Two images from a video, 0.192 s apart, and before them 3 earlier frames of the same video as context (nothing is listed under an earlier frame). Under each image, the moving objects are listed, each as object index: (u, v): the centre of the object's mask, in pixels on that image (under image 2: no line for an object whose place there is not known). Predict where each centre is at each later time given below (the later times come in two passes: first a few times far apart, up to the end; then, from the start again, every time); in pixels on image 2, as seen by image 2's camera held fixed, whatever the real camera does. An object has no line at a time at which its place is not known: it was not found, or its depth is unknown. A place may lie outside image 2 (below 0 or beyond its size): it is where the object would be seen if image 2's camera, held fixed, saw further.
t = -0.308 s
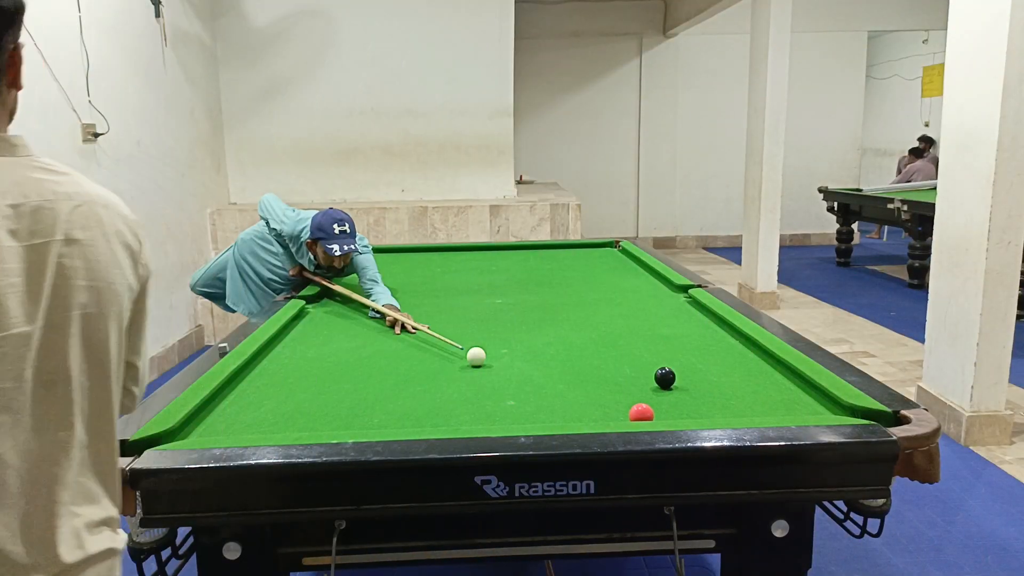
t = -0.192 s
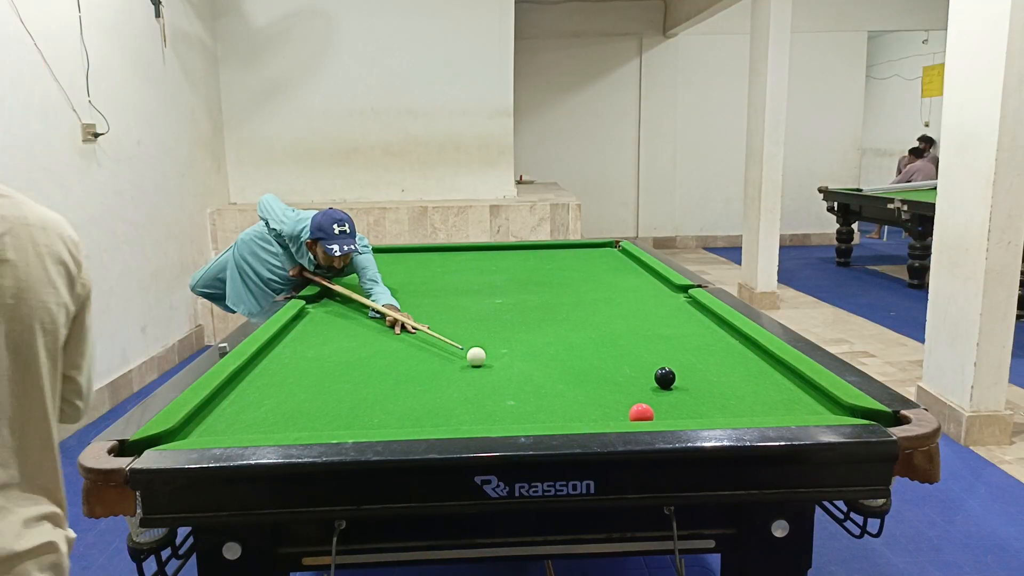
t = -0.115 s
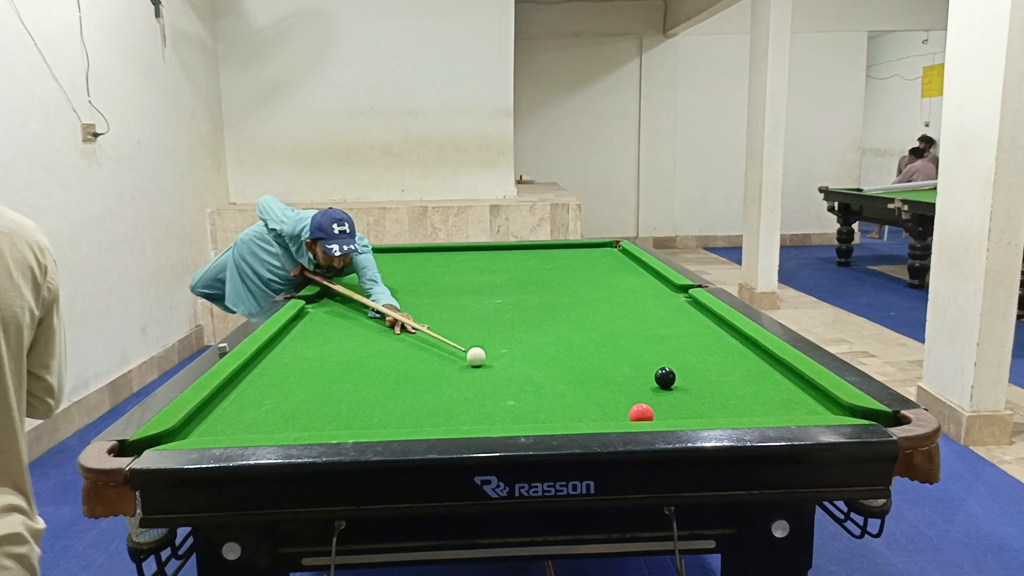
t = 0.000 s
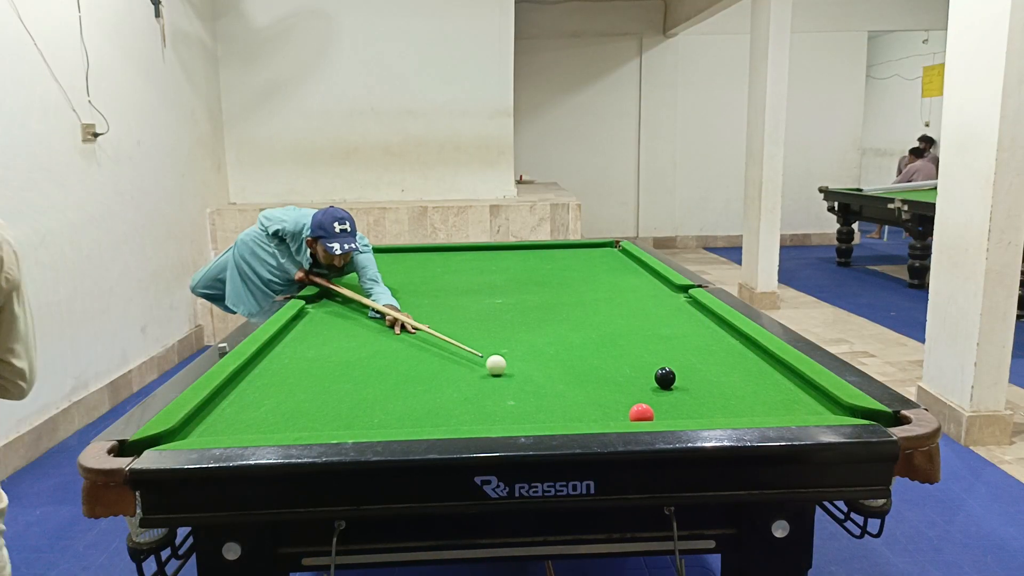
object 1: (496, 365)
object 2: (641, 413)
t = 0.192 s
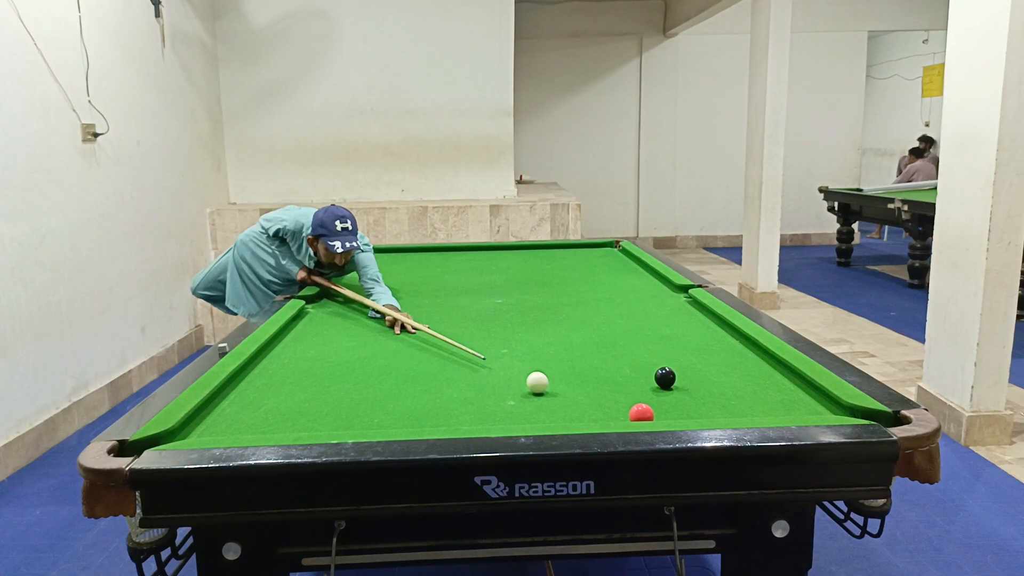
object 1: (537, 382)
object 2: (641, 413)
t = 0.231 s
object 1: (546, 386)
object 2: (641, 413)
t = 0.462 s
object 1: (603, 410)
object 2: (641, 413)
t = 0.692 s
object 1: (621, 410)
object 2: (661, 412)
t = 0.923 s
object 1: (618, 391)
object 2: (683, 412)
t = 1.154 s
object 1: (616, 375)
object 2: (701, 411)
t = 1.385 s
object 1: (613, 362)
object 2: (715, 411)
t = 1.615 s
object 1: (611, 351)
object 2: (726, 410)
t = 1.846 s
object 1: (609, 342)
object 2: (733, 410)
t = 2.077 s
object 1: (607, 334)
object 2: (737, 410)
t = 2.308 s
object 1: (605, 328)
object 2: (737, 410)
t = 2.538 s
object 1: (603, 322)
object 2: (737, 410)
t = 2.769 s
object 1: (602, 318)
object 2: (737, 410)
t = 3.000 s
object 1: (601, 314)
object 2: (737, 410)
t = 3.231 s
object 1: (600, 311)
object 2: (737, 410)
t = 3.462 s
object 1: (600, 308)
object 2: (737, 410)
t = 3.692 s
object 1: (600, 306)
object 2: (737, 410)
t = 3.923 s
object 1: (600, 305)
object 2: (737, 410)
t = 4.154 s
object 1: (599, 303)
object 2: (737, 410)
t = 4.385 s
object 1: (599, 303)
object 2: (737, 410)
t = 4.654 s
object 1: (599, 302)
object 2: (737, 410)
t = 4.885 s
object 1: (599, 302)
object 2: (737, 410)
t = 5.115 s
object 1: (599, 302)
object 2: (737, 410)
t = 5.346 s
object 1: (599, 302)
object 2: (737, 410)
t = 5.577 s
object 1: (599, 302)
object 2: (737, 410)
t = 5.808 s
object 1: (599, 302)
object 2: (737, 410)
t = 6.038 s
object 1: (599, 302)
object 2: (737, 410)
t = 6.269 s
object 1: (599, 302)
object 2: (737, 410)
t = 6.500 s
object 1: (599, 302)
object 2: (737, 410)
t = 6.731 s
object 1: (599, 302)
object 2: (737, 410)
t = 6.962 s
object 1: (599, 302)
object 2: (737, 410)
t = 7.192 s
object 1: (599, 302)
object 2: (737, 410)
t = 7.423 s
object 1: (599, 302)
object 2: (737, 410)
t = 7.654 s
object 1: (599, 302)
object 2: (737, 410)
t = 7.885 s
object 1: (599, 302)
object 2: (737, 410)
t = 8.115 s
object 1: (599, 302)
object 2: (737, 410)
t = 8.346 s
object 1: (599, 302)
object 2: (737, 410)
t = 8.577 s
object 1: (599, 302)
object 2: (737, 410)
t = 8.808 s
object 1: (599, 302)
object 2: (737, 410)
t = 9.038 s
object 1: (599, 302)
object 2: (737, 410)
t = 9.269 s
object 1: (599, 302)
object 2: (737, 410)
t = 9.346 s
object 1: (599, 302)
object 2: (737, 410)
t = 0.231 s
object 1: (546, 386)
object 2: (641, 413)
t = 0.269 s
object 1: (555, 390)
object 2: (641, 413)
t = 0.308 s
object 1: (564, 394)
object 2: (641, 413)
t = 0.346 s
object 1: (573, 398)
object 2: (641, 413)
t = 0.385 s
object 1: (582, 402)
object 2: (641, 413)
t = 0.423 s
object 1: (592, 406)
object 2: (641, 413)
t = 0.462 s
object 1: (603, 410)
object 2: (641, 413)
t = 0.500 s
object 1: (613, 413)
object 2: (641, 413)
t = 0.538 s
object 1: (619, 415)
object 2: (644, 413)
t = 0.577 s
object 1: (624, 417)
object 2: (649, 413)
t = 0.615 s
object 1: (623, 415)
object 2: (653, 412)
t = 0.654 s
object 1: (622, 412)
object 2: (657, 412)
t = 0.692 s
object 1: (621, 410)
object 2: (661, 412)
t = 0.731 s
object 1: (621, 407)
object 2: (665, 412)
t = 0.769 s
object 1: (620, 404)
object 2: (669, 412)
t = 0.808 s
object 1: (620, 400)
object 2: (672, 412)
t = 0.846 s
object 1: (619, 397)
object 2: (676, 412)
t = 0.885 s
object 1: (619, 394)
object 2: (679, 412)
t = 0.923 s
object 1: (618, 391)
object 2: (683, 412)
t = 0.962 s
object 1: (618, 388)
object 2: (686, 412)
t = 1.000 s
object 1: (617, 386)
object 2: (689, 412)
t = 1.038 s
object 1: (617, 383)
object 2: (692, 411)
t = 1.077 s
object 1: (616, 380)
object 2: (695, 411)
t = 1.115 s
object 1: (616, 378)
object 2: (698, 411)
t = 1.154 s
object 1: (616, 375)
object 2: (701, 411)
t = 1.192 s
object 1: (615, 373)
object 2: (704, 411)
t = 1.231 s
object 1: (615, 370)
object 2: (706, 411)
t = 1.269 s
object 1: (614, 368)
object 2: (709, 411)
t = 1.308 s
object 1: (614, 366)
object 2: (711, 411)
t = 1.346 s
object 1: (614, 364)
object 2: (713, 411)
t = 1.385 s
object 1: (613, 362)
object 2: (715, 411)
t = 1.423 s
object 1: (613, 360)
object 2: (717, 411)
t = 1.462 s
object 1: (612, 358)
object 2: (719, 411)
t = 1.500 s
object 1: (612, 356)
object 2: (721, 411)
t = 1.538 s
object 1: (611, 355)
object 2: (723, 411)
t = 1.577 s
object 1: (611, 353)
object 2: (725, 410)
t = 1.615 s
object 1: (611, 351)
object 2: (726, 410)
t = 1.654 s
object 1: (610, 350)
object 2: (728, 410)
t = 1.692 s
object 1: (610, 348)
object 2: (729, 410)
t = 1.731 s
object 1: (610, 346)
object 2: (730, 410)
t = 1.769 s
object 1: (609, 345)
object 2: (732, 410)
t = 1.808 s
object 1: (609, 343)
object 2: (732, 410)
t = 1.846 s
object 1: (609, 342)
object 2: (733, 410)
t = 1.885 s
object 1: (609, 341)
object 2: (734, 410)
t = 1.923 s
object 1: (608, 339)
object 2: (735, 410)
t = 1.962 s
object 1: (608, 338)
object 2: (735, 410)
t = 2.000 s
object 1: (608, 337)
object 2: (736, 410)
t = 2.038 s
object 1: (607, 335)
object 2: (737, 410)
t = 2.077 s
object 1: (607, 334)
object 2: (737, 410)
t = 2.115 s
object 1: (607, 333)
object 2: (737, 410)
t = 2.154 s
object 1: (606, 332)
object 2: (737, 410)
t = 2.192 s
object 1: (606, 331)
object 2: (737, 410)
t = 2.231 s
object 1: (606, 330)
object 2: (737, 410)
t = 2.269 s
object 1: (605, 329)
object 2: (737, 410)
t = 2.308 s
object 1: (605, 328)
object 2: (737, 410)
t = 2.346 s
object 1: (605, 327)
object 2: (737, 410)
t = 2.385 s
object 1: (604, 326)
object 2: (737, 410)
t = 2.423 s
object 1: (604, 325)
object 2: (737, 410)
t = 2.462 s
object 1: (604, 324)
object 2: (737, 410)
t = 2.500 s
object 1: (603, 323)
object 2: (737, 410)
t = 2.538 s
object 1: (603, 322)
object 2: (737, 410)
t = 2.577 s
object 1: (603, 321)
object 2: (737, 410)
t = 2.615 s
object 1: (603, 320)
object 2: (737, 410)
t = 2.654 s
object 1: (602, 320)
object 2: (737, 410)
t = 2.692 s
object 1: (602, 319)
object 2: (737, 410)
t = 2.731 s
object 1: (602, 318)
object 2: (737, 410)
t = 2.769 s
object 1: (602, 318)
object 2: (737, 410)
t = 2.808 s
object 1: (602, 317)
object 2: (737, 410)
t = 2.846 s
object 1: (602, 316)
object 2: (737, 410)
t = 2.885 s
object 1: (602, 316)
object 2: (737, 410)
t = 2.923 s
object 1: (602, 315)
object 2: (737, 410)
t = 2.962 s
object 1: (601, 314)
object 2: (737, 410)
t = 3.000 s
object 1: (601, 314)
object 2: (737, 410)
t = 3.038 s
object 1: (601, 313)
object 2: (737, 410)
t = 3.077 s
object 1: (601, 313)
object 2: (737, 410)
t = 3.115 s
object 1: (601, 312)
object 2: (737, 410)
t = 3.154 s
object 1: (601, 312)
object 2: (737, 410)
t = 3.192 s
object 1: (601, 311)
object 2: (737, 410)
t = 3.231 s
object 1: (600, 311)
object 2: (737, 410)
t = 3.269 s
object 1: (600, 310)
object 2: (737, 410)
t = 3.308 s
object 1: (600, 310)
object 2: (737, 410)
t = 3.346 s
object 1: (600, 309)
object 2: (737, 410)
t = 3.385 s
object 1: (600, 309)
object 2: (737, 410)
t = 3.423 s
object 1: (600, 308)
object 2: (737, 410)
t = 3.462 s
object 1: (600, 308)
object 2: (737, 410)
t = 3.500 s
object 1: (600, 308)
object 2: (737, 410)
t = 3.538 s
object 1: (600, 307)
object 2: (737, 410)
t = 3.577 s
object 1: (600, 307)
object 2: (737, 410)
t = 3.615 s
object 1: (600, 307)
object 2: (737, 410)
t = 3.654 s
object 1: (600, 306)
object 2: (737, 410)
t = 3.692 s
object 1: (600, 306)
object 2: (737, 410)
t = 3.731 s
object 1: (600, 306)
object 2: (737, 410)
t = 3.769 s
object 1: (600, 306)
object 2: (737, 410)
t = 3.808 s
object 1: (600, 305)
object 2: (737, 410)
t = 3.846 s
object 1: (600, 305)
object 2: (737, 410)
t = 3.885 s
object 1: (600, 305)
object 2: (737, 410)
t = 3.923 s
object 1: (600, 305)
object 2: (737, 410)
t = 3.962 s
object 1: (600, 304)
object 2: (737, 410)
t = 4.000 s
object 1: (600, 304)
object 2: (737, 410)
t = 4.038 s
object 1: (600, 304)
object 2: (737, 410)
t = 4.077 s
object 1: (599, 304)
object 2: (737, 410)
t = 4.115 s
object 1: (599, 303)
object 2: (737, 410)
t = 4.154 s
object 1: (599, 303)
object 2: (737, 410)
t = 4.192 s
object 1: (599, 303)
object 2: (737, 410)
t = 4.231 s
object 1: (599, 303)
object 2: (737, 410)
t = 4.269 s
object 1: (599, 303)
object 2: (737, 410)
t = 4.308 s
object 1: (599, 303)
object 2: (737, 410)
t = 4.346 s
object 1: (599, 303)
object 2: (737, 410)
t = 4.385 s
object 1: (599, 303)
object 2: (737, 410)
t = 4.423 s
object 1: (599, 303)
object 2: (737, 410)
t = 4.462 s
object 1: (598, 303)
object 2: (737, 410)
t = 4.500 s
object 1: (598, 302)
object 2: (737, 410)
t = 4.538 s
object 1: (598, 302)
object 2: (737, 410)
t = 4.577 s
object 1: (599, 302)
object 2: (737, 410)
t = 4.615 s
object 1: (599, 302)
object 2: (737, 410)
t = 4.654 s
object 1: (599, 302)
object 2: (737, 410)
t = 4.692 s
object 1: (599, 302)
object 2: (737, 410)
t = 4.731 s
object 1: (599, 302)
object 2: (737, 410)
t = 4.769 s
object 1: (599, 302)
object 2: (737, 410)
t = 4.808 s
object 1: (599, 302)
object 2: (737, 410)
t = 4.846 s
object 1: (599, 302)
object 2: (737, 410)
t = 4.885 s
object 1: (599, 302)
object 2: (737, 410)
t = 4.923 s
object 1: (599, 302)
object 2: (737, 410)
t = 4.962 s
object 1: (599, 302)
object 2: (737, 410)
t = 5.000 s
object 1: (599, 302)
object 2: (737, 410)
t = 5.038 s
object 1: (599, 302)
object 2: (737, 410)
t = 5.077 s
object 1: (599, 302)
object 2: (737, 410)
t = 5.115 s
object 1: (599, 302)
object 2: (737, 410)
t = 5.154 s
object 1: (599, 302)
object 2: (737, 410)
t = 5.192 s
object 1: (599, 302)
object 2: (737, 410)
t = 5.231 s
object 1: (599, 302)
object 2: (737, 410)
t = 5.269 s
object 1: (599, 302)
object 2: (737, 410)
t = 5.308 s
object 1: (599, 302)
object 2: (737, 410)
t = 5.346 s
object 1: (599, 302)
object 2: (737, 410)
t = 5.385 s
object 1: (599, 302)
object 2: (737, 410)
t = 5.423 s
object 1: (599, 302)
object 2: (737, 410)
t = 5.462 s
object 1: (599, 302)
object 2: (737, 410)
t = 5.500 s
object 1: (599, 302)
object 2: (737, 410)
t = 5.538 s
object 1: (599, 302)
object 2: (737, 410)
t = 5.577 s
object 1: (599, 302)
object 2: (737, 410)
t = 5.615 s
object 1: (599, 302)
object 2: (737, 410)
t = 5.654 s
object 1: (599, 302)
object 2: (737, 410)
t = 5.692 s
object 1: (599, 302)
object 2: (737, 410)
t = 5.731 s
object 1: (599, 302)
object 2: (737, 410)
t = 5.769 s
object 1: (599, 302)
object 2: (737, 410)
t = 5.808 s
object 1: (599, 302)
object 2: (737, 410)
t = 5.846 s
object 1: (599, 302)
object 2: (737, 410)
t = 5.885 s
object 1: (599, 302)
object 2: (737, 410)
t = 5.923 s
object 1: (599, 302)
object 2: (737, 410)
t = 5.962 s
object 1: (599, 302)
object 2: (737, 410)
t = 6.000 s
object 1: (599, 302)
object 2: (737, 410)
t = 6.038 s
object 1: (599, 302)
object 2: (737, 410)
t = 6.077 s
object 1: (599, 302)
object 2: (737, 410)
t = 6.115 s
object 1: (599, 302)
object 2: (737, 410)
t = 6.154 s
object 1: (599, 302)
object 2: (737, 410)
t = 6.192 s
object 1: (599, 302)
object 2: (737, 410)
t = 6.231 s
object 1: (599, 302)
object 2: (737, 410)
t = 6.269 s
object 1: (599, 302)
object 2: (737, 410)
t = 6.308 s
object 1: (599, 302)
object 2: (737, 410)
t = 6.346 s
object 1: (599, 302)
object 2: (737, 410)
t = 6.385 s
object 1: (599, 302)
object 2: (737, 410)
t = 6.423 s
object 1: (599, 302)
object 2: (737, 410)
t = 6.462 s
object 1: (599, 302)
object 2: (737, 410)
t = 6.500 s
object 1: (599, 302)
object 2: (737, 410)
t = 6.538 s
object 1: (599, 302)
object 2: (737, 410)
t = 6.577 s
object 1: (599, 302)
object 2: (737, 410)
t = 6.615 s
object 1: (599, 302)
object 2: (737, 410)
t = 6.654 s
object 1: (599, 302)
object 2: (737, 410)
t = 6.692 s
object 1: (599, 302)
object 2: (737, 410)
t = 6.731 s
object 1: (599, 302)
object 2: (737, 410)
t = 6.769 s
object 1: (599, 302)
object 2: (737, 410)
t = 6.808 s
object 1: (599, 302)
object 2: (737, 410)
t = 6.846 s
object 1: (599, 302)
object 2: (737, 410)
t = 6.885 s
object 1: (599, 302)
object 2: (737, 410)
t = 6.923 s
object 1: (599, 302)
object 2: (737, 410)
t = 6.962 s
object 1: (599, 302)
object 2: (737, 410)
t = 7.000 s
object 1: (599, 302)
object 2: (737, 410)
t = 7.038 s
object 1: (599, 302)
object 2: (737, 410)
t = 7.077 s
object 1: (599, 302)
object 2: (737, 410)
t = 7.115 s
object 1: (599, 302)
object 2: (737, 410)
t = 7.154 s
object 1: (599, 302)
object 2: (737, 410)
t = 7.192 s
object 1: (599, 302)
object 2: (737, 410)
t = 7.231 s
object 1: (599, 302)
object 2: (737, 410)
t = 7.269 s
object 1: (599, 302)
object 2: (737, 410)
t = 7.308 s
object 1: (599, 302)
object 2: (737, 410)
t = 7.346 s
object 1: (599, 302)
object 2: (737, 410)
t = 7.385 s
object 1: (599, 302)
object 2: (737, 410)
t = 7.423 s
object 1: (599, 302)
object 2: (737, 410)
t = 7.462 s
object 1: (599, 302)
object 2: (737, 410)
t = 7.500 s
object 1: (599, 302)
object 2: (737, 410)
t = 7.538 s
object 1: (599, 302)
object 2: (737, 410)
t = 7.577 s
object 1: (599, 302)
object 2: (737, 410)
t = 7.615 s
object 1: (599, 302)
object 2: (737, 410)
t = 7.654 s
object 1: (599, 302)
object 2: (737, 410)
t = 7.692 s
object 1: (599, 302)
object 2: (737, 410)
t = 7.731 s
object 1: (599, 302)
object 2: (737, 410)
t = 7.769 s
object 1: (599, 302)
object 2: (737, 410)
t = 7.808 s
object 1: (599, 302)
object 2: (737, 410)
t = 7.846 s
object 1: (599, 302)
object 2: (737, 410)
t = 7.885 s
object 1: (599, 302)
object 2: (737, 410)
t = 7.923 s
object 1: (599, 302)
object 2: (737, 410)
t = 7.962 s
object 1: (599, 302)
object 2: (737, 410)
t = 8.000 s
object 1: (599, 302)
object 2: (737, 410)
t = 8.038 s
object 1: (599, 302)
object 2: (737, 410)
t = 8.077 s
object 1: (599, 302)
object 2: (737, 410)
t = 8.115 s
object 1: (599, 302)
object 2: (737, 410)
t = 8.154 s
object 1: (599, 302)
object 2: (737, 410)
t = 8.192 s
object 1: (599, 302)
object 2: (737, 410)
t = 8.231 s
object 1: (599, 302)
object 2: (737, 410)
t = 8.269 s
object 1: (599, 302)
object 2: (737, 410)
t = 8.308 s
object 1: (599, 302)
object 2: (737, 410)
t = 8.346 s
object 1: (599, 302)
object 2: (737, 410)
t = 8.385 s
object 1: (599, 302)
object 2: (737, 410)
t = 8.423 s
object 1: (599, 302)
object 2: (737, 410)
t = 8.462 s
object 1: (599, 302)
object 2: (737, 410)
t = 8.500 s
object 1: (599, 302)
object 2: (737, 410)
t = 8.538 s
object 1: (599, 302)
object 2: (737, 410)
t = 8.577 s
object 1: (599, 302)
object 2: (737, 410)
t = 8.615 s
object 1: (599, 302)
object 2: (737, 410)
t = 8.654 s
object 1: (599, 302)
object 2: (737, 410)
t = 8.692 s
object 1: (599, 302)
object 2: (737, 410)
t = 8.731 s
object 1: (599, 302)
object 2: (737, 410)
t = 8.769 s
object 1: (599, 302)
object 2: (737, 410)
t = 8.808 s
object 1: (599, 302)
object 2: (737, 410)
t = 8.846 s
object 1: (599, 302)
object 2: (737, 410)
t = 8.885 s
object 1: (599, 302)
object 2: (737, 410)
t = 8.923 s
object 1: (599, 302)
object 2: (737, 410)
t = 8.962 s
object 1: (599, 302)
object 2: (737, 410)
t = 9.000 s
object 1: (599, 302)
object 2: (737, 410)
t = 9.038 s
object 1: (599, 302)
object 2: (737, 410)
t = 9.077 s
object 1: (599, 302)
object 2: (737, 410)
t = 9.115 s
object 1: (599, 302)
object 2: (737, 410)
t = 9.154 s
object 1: (599, 302)
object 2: (737, 410)
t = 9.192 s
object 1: (599, 302)
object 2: (737, 410)
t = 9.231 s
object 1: (599, 302)
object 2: (737, 410)
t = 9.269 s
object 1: (599, 302)
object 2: (737, 410)
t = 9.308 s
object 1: (599, 302)
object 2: (737, 410)
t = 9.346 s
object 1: (599, 302)
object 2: (737, 410)
